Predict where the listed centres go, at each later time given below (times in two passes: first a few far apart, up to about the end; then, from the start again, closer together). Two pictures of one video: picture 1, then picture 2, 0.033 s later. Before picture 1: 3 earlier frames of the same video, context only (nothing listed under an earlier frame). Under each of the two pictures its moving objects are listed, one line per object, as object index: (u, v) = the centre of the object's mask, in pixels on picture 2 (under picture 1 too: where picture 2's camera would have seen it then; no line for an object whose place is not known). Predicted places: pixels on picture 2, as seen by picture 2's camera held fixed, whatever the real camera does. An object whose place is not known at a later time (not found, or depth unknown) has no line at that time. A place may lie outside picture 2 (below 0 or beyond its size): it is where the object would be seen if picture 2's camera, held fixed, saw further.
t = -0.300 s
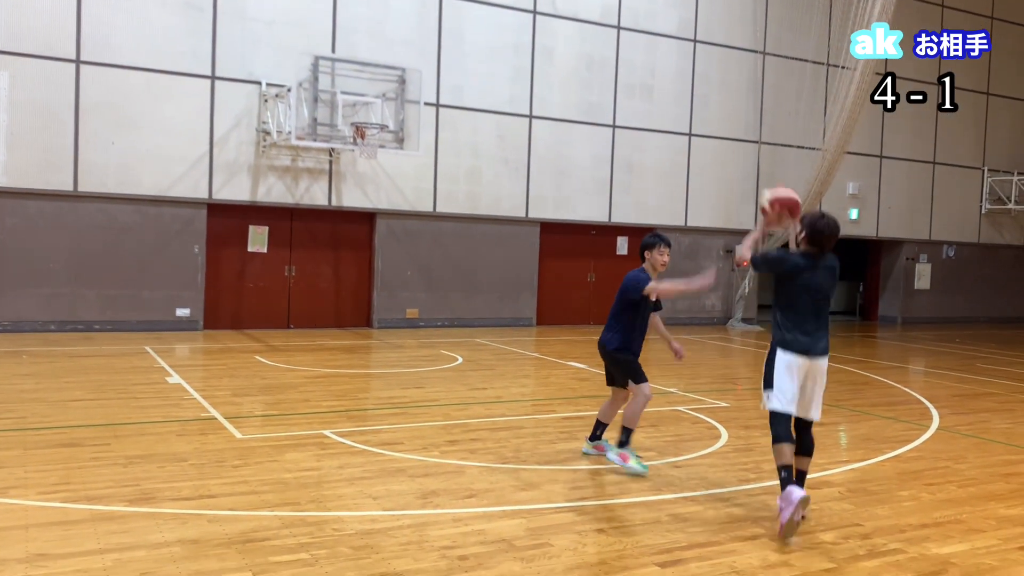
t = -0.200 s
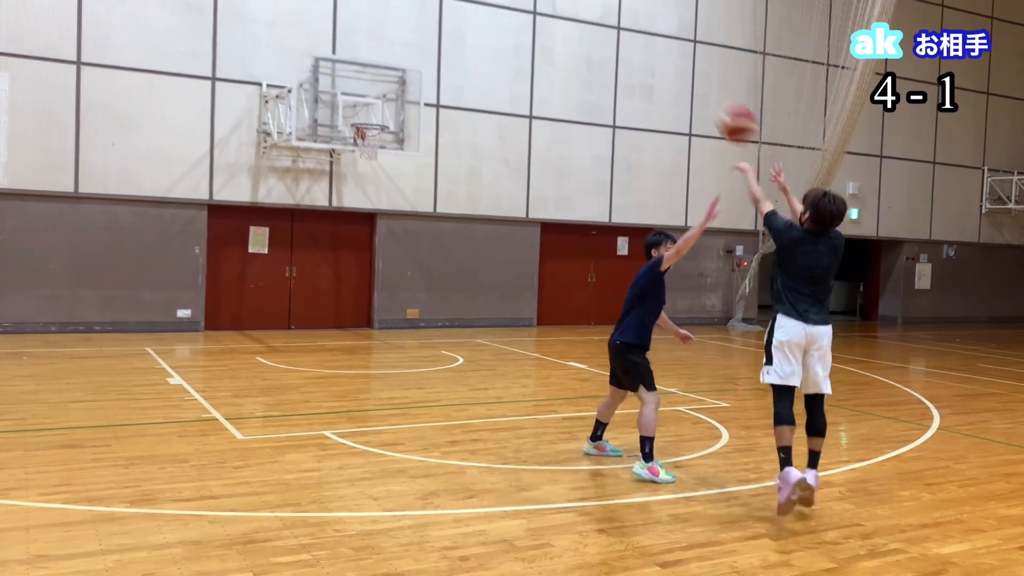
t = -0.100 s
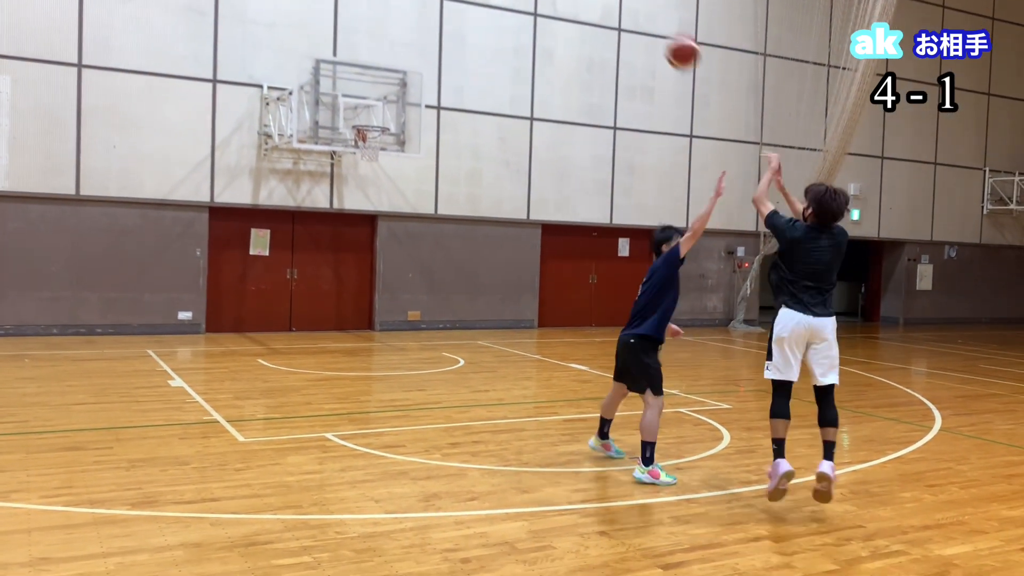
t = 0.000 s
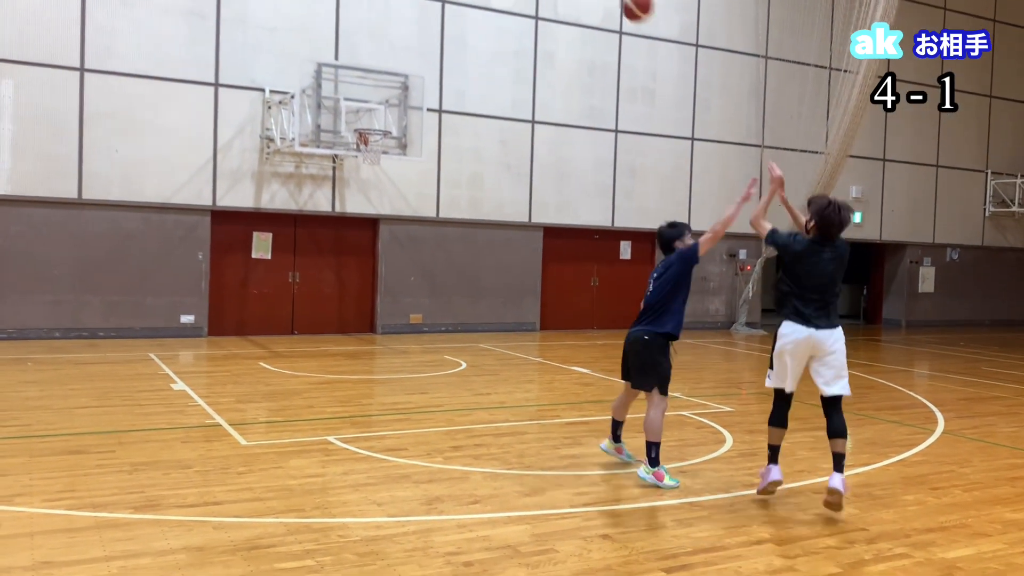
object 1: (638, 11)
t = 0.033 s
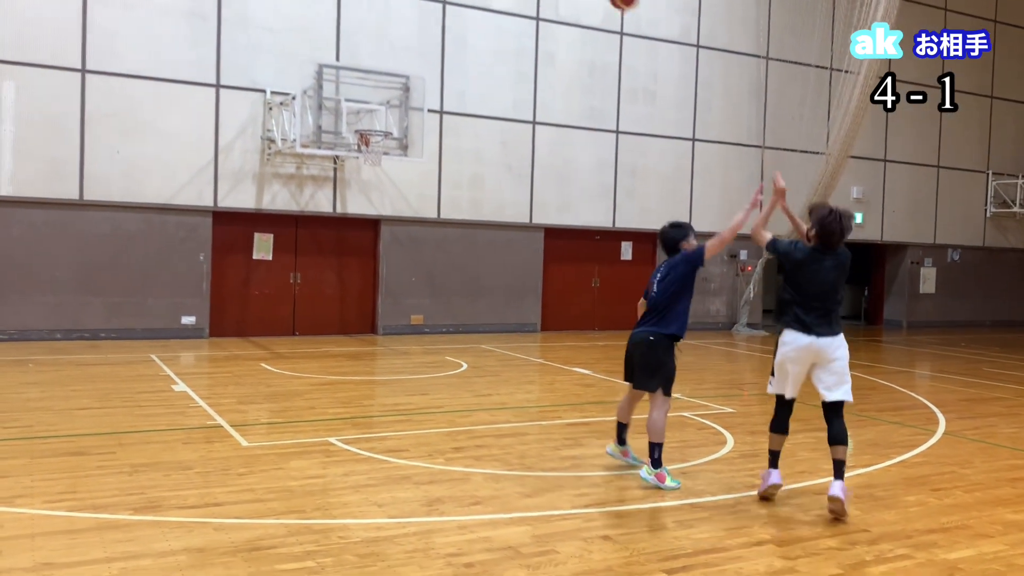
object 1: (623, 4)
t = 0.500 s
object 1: (476, -19)
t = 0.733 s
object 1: (427, 39)
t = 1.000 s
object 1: (386, 118)
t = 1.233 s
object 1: (379, 93)
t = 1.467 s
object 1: (389, 96)
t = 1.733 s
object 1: (399, 151)
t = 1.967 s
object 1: (407, 247)
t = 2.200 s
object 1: (413, 358)
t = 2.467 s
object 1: (417, 252)
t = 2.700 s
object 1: (419, 210)
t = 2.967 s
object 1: (420, 216)
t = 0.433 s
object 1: (493, -22)
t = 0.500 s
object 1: (476, -19)
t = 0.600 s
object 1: (455, 1)
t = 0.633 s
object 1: (447, 9)
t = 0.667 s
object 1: (440, 19)
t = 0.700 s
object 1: (433, 30)
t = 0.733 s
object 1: (427, 39)
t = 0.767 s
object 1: (421, 51)
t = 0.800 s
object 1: (415, 63)
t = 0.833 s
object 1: (409, 75)
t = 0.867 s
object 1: (404, 86)
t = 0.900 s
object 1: (399, 100)
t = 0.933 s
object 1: (392, 114)
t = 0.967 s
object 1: (388, 126)
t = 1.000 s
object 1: (386, 118)
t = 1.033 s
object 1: (383, 114)
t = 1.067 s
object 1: (381, 109)
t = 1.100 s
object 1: (379, 106)
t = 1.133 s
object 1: (376, 103)
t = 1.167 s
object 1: (376, 100)
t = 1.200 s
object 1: (377, 97)
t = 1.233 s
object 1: (379, 93)
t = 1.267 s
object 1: (380, 91)
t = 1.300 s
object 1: (381, 90)
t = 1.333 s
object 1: (383, 90)
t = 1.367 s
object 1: (384, 90)
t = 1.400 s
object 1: (386, 91)
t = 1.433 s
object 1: (387, 93)
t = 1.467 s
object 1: (389, 96)
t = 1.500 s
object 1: (390, 99)
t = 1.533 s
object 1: (391, 104)
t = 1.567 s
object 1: (392, 109)
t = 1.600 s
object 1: (394, 116)
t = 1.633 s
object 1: (396, 123)
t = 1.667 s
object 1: (397, 132)
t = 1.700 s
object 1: (398, 141)
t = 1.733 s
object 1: (399, 151)
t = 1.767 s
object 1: (400, 161)
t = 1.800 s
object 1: (401, 173)
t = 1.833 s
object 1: (402, 187)
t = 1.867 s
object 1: (403, 200)
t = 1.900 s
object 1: (405, 214)
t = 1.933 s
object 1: (406, 231)
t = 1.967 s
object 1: (407, 247)
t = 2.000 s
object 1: (408, 265)
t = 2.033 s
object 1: (409, 283)
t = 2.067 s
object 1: (410, 303)
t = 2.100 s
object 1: (412, 323)
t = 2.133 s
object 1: (412, 345)
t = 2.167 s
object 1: (413, 370)
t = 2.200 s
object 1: (413, 358)
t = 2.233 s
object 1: (414, 339)
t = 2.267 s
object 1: (415, 325)
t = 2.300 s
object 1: (415, 311)
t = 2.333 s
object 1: (416, 297)
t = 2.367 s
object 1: (417, 285)
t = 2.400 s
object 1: (418, 274)
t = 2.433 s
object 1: (418, 262)
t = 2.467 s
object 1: (417, 252)
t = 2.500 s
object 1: (418, 243)
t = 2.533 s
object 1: (418, 236)
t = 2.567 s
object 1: (419, 229)
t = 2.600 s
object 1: (419, 222)
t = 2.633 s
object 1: (419, 217)
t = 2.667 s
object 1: (419, 213)
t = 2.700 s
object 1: (419, 210)
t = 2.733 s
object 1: (420, 207)
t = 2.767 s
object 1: (419, 206)
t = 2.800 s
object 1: (419, 205)
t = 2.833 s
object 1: (419, 206)
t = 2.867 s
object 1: (419, 207)
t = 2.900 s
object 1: (419, 208)
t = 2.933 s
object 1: (420, 212)
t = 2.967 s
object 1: (420, 216)
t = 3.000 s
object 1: (421, 221)
